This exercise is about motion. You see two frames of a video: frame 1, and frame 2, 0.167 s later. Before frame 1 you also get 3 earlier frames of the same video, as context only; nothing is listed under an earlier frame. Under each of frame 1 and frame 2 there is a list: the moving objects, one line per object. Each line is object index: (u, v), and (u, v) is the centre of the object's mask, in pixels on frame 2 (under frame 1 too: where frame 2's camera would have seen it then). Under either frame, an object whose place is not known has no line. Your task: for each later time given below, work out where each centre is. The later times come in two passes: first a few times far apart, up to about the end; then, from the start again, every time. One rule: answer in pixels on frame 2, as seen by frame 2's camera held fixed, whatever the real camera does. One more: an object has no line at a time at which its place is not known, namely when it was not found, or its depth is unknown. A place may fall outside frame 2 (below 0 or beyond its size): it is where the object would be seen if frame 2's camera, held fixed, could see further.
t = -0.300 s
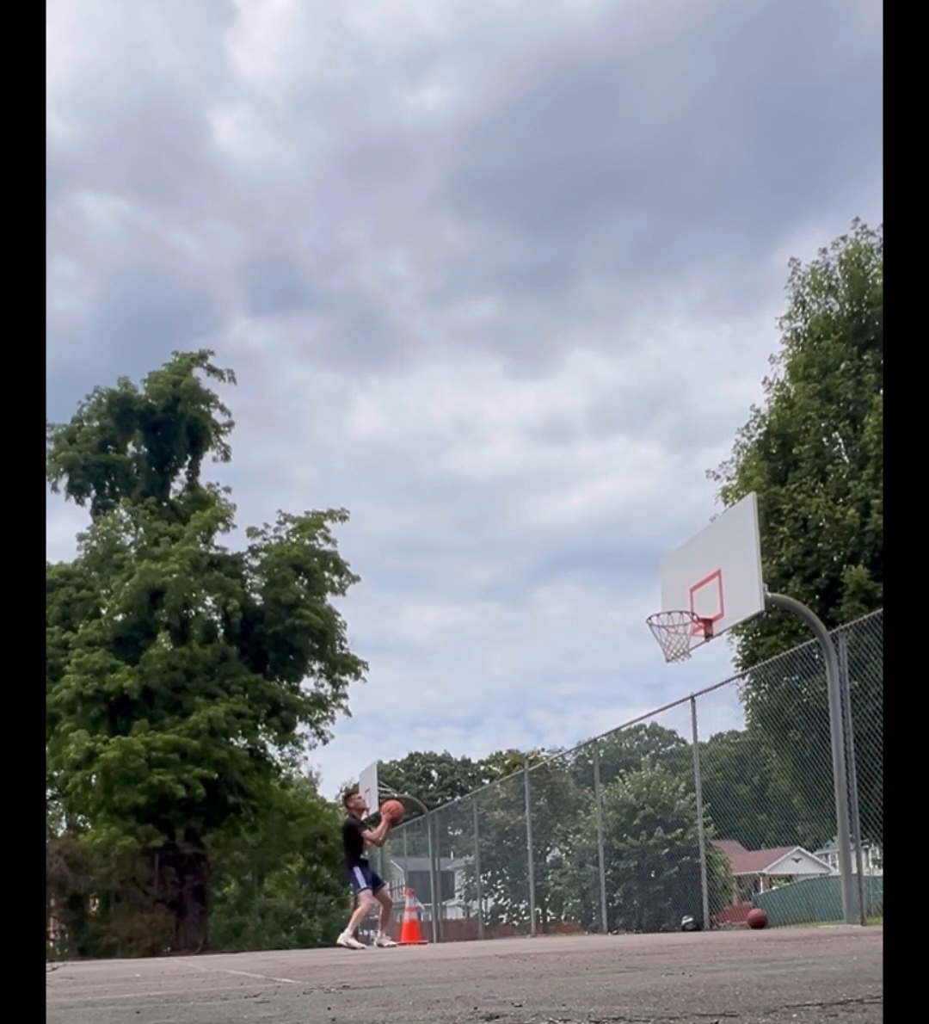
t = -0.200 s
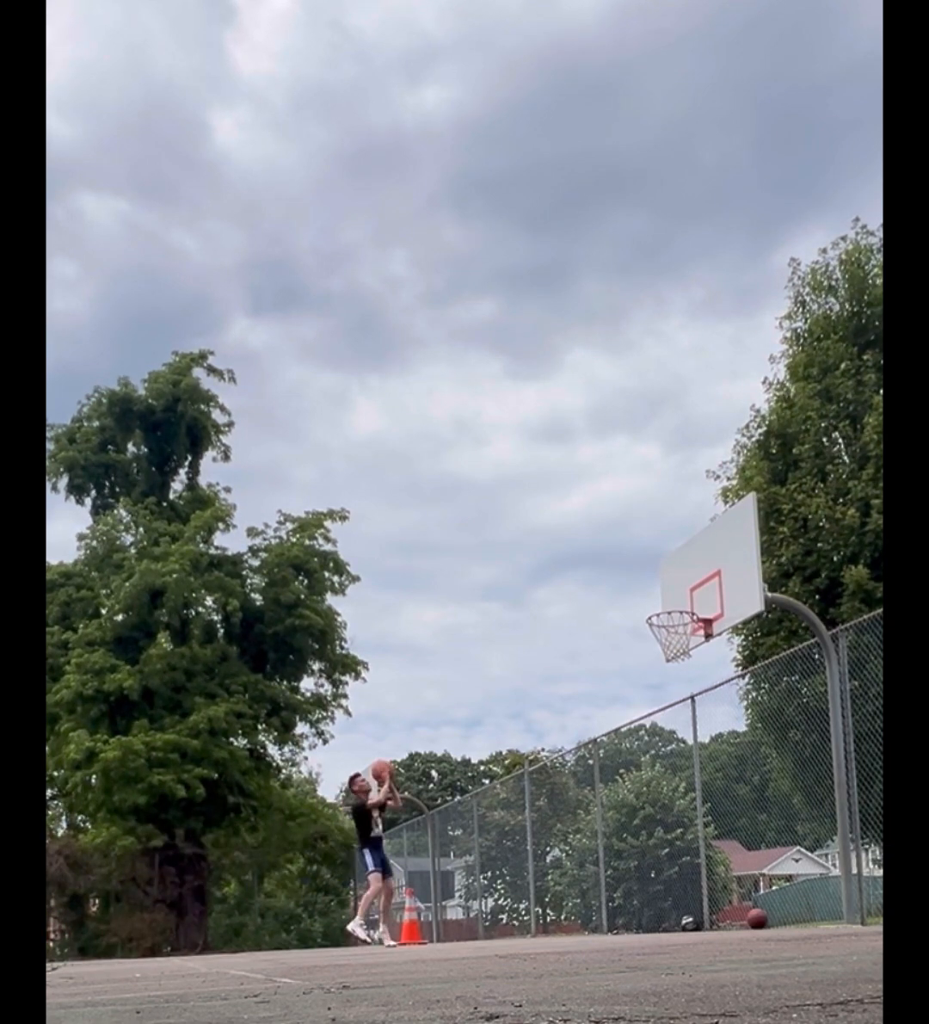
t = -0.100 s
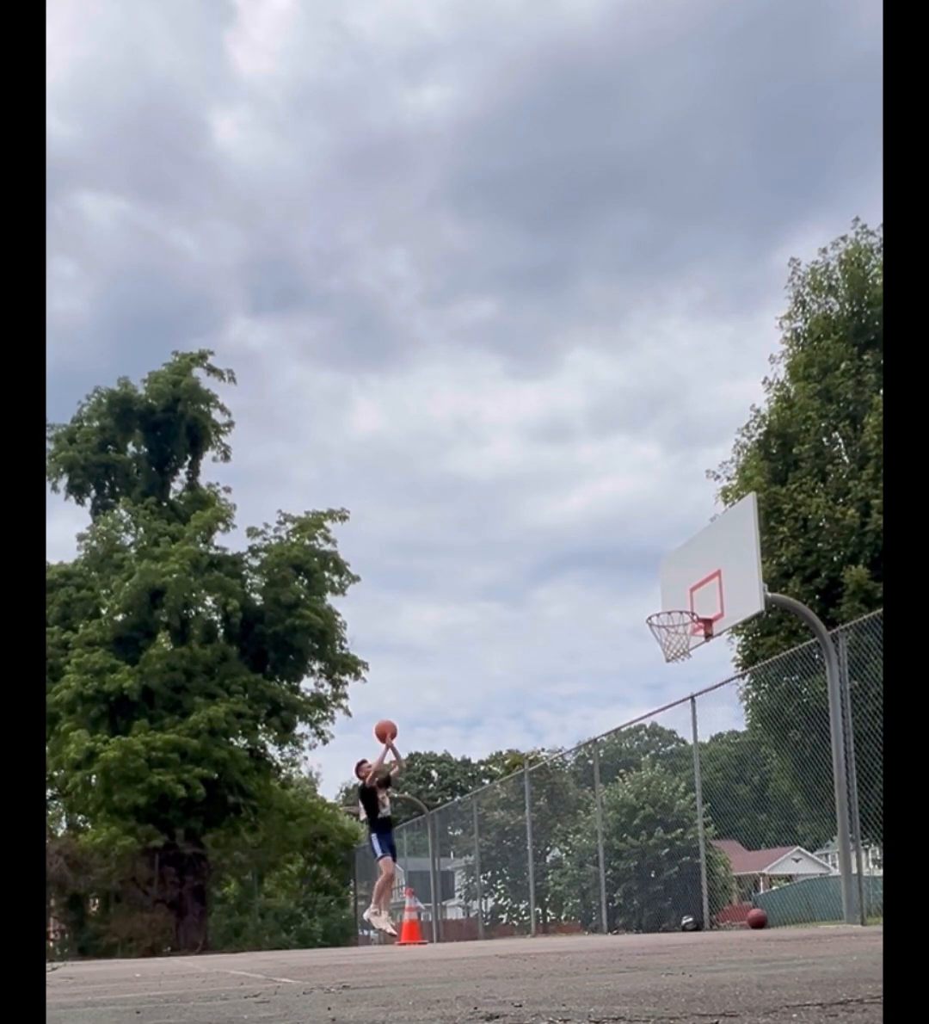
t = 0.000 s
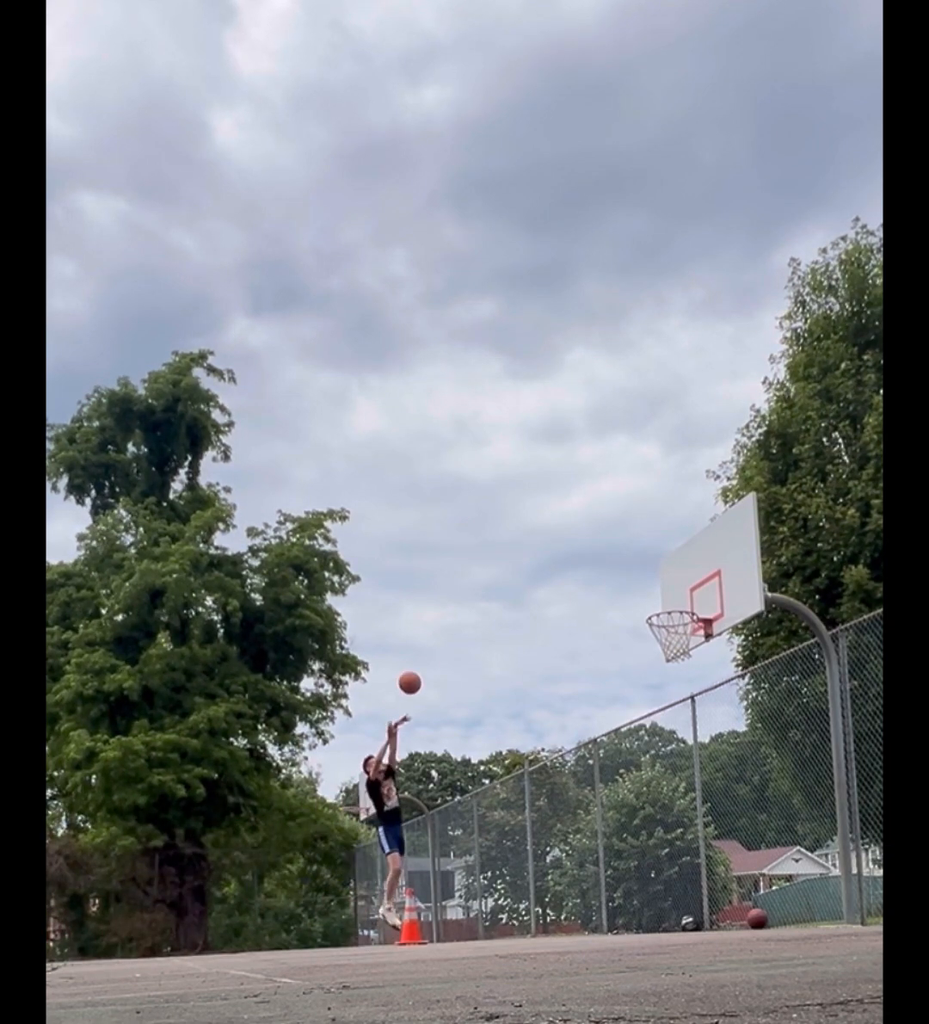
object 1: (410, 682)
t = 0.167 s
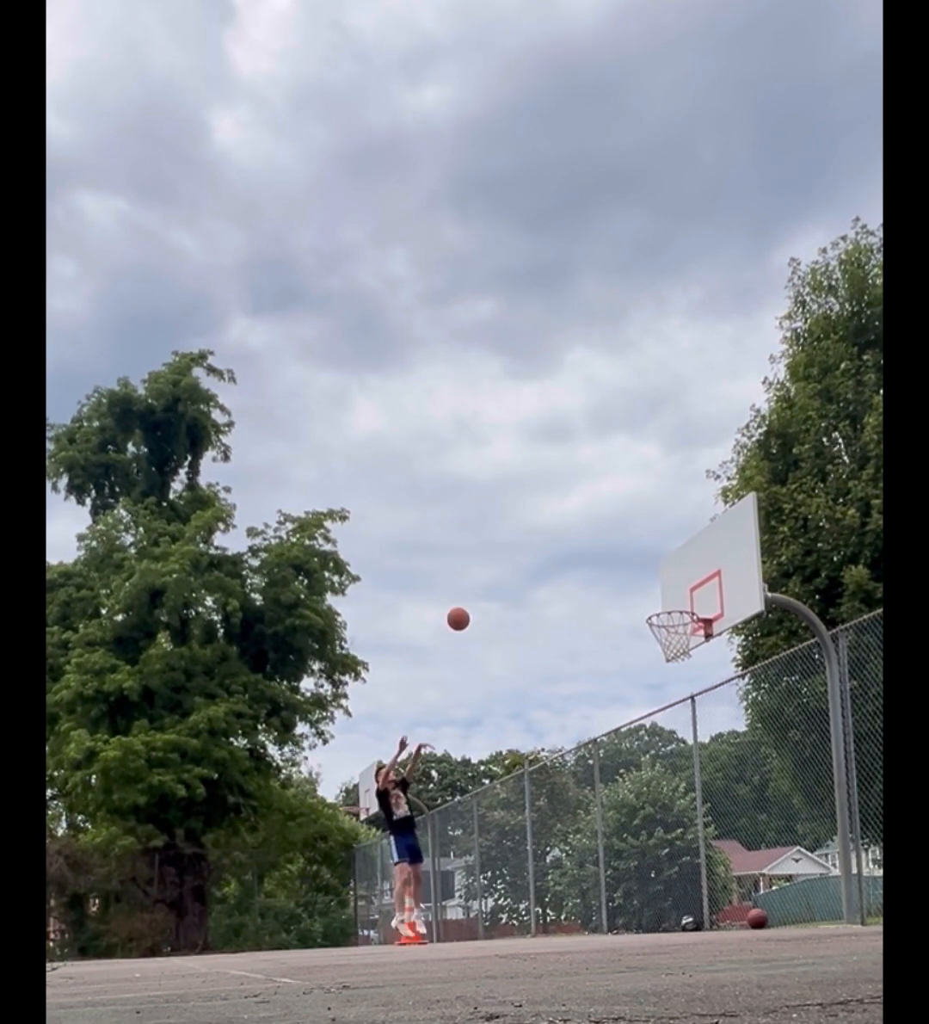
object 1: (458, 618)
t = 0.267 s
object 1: (488, 592)
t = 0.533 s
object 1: (575, 563)
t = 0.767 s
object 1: (655, 594)
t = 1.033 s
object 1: (658, 631)
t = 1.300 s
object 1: (673, 648)
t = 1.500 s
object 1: (694, 665)
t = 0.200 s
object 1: (468, 608)
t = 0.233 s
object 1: (479, 599)
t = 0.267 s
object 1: (488, 592)
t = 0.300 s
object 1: (499, 584)
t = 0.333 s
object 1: (509, 578)
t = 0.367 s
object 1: (520, 573)
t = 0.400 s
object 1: (530, 569)
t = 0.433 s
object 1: (541, 566)
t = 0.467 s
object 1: (552, 564)
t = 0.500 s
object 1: (563, 563)
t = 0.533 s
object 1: (575, 563)
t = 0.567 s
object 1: (585, 564)
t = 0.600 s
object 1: (597, 566)
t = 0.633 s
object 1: (608, 570)
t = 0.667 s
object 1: (620, 574)
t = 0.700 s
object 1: (632, 579)
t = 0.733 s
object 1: (643, 586)
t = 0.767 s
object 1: (655, 594)
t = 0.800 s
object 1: (668, 602)
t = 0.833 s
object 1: (680, 613)
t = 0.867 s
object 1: (681, 619)
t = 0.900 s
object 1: (673, 624)
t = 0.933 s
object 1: (666, 629)
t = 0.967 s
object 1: (661, 630)
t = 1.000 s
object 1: (659, 631)
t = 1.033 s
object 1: (658, 631)
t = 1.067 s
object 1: (658, 633)
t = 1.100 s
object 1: (658, 635)
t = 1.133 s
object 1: (659, 638)
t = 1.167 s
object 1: (660, 639)
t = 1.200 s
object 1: (662, 642)
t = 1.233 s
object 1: (665, 645)
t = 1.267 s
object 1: (669, 647)
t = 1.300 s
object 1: (673, 648)
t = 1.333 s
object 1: (677, 650)
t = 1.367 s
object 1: (681, 652)
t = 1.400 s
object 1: (685, 654)
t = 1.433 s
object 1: (688, 658)
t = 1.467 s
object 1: (691, 660)
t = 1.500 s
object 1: (694, 665)
